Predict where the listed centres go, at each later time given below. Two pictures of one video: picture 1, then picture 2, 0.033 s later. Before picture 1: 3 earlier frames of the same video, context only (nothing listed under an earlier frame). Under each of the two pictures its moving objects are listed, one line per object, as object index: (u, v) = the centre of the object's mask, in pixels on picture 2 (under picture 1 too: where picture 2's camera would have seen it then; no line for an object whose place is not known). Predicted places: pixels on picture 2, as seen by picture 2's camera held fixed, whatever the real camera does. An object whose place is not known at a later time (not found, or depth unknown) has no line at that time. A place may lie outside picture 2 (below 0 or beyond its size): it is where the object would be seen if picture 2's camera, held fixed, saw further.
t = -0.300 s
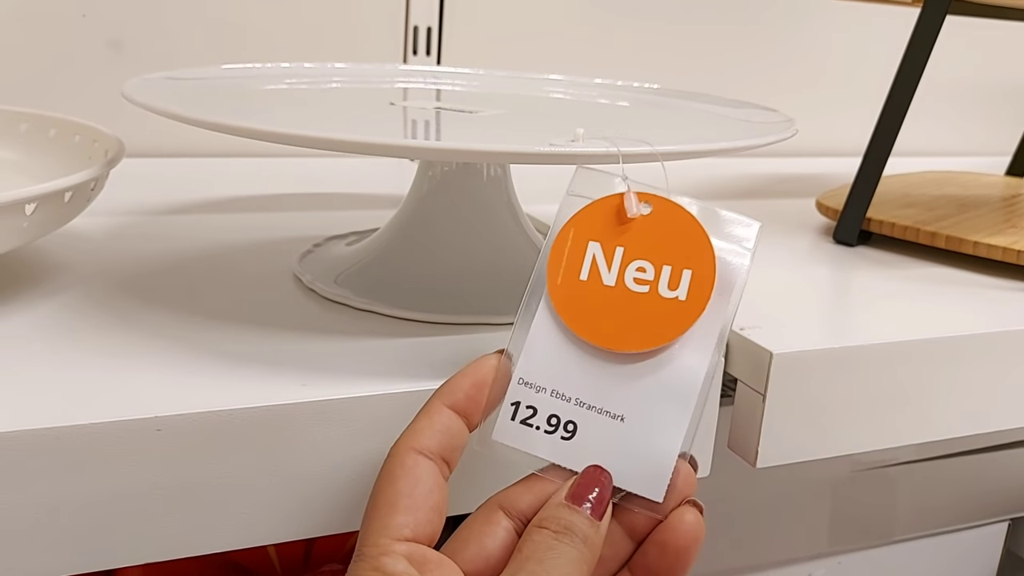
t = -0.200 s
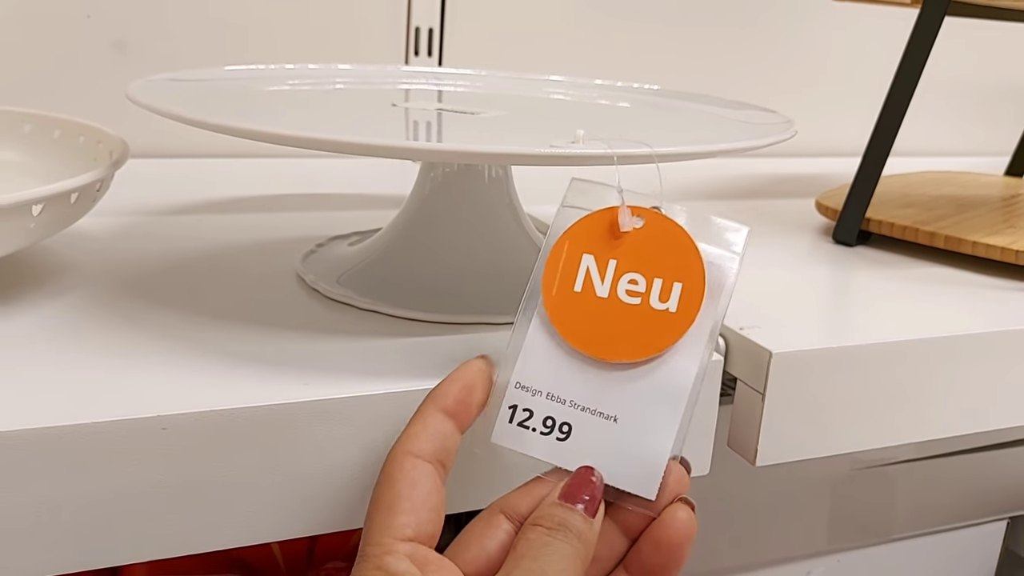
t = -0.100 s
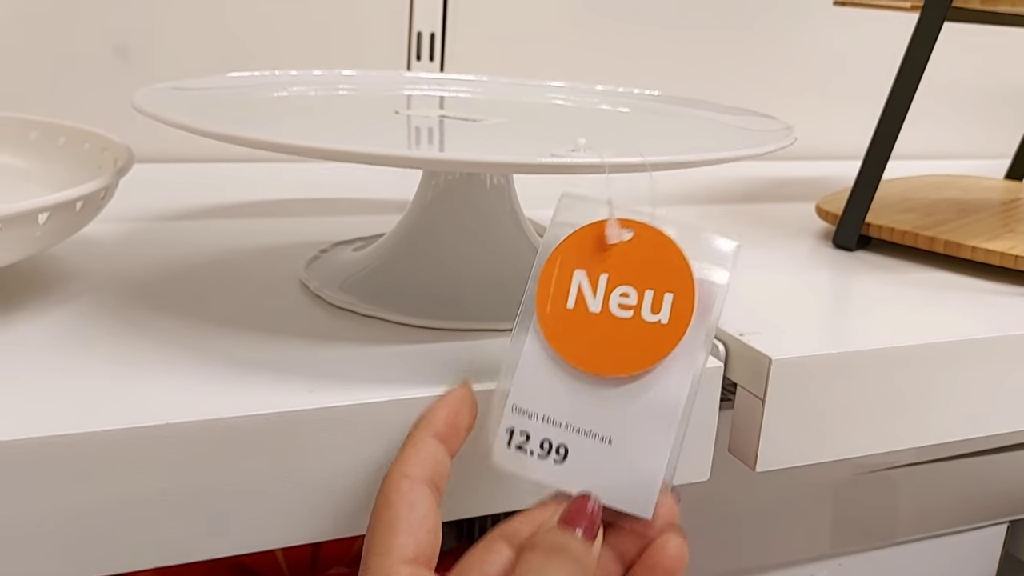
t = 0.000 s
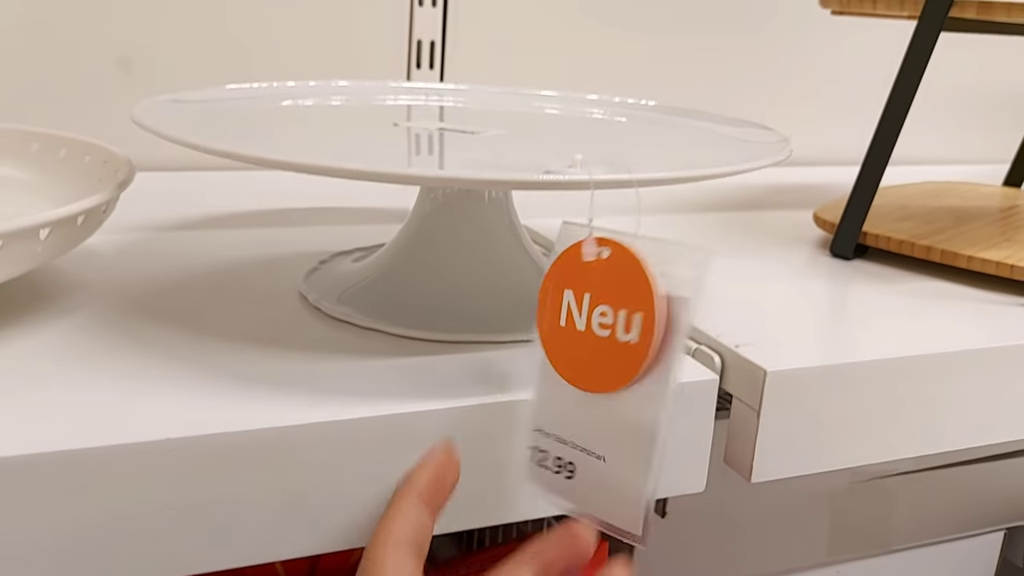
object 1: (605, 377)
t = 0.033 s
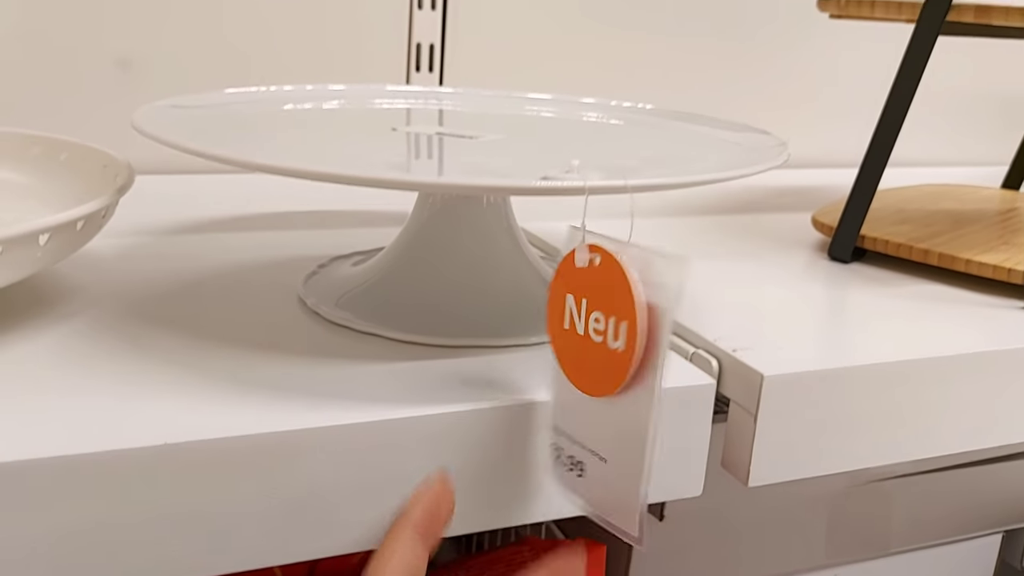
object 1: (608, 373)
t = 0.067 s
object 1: (621, 373)
